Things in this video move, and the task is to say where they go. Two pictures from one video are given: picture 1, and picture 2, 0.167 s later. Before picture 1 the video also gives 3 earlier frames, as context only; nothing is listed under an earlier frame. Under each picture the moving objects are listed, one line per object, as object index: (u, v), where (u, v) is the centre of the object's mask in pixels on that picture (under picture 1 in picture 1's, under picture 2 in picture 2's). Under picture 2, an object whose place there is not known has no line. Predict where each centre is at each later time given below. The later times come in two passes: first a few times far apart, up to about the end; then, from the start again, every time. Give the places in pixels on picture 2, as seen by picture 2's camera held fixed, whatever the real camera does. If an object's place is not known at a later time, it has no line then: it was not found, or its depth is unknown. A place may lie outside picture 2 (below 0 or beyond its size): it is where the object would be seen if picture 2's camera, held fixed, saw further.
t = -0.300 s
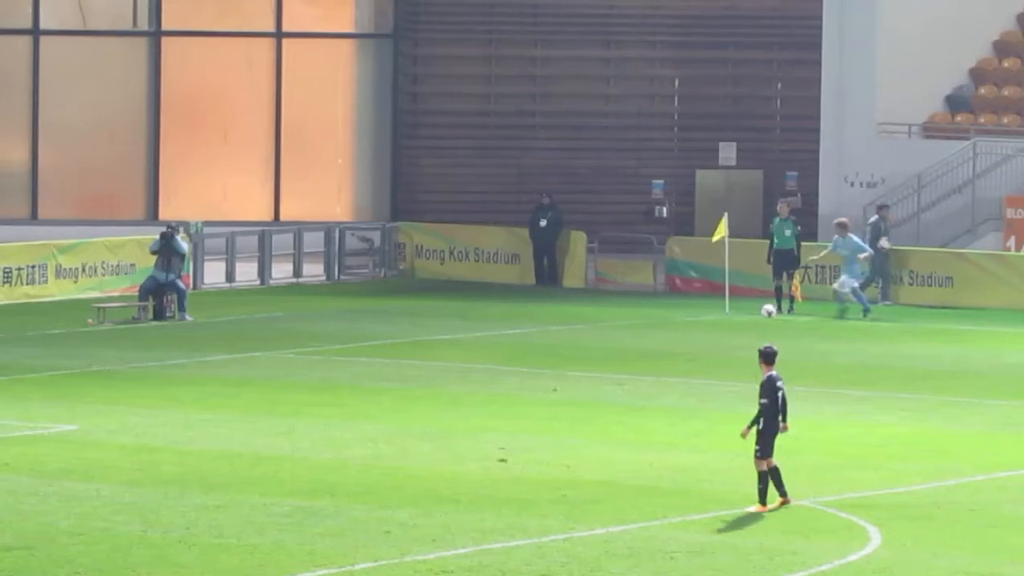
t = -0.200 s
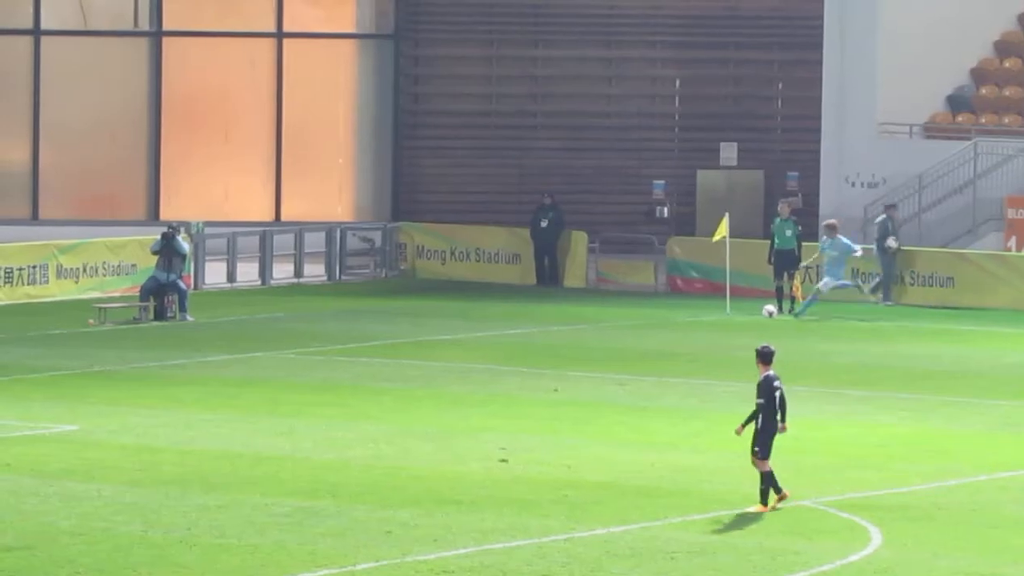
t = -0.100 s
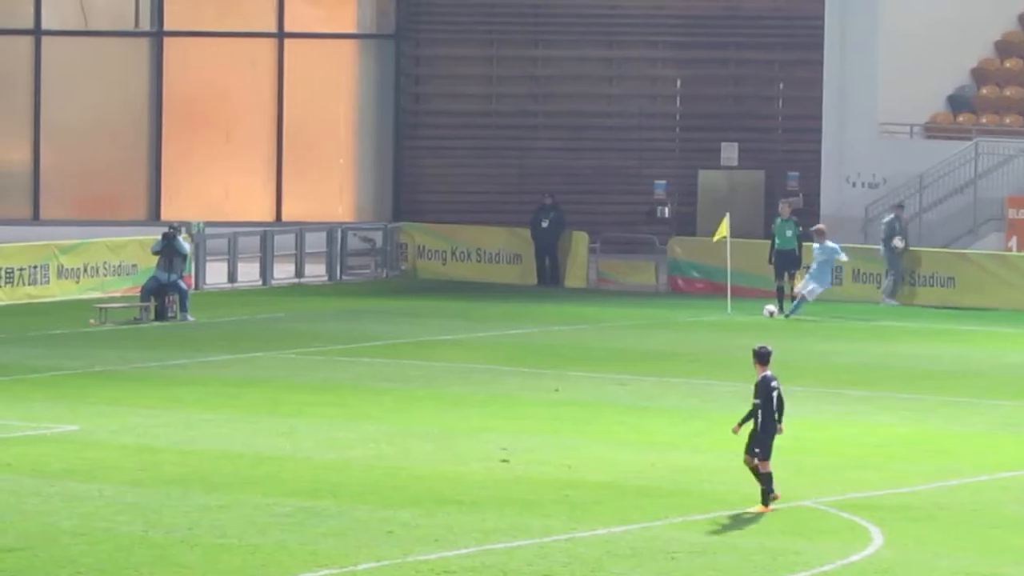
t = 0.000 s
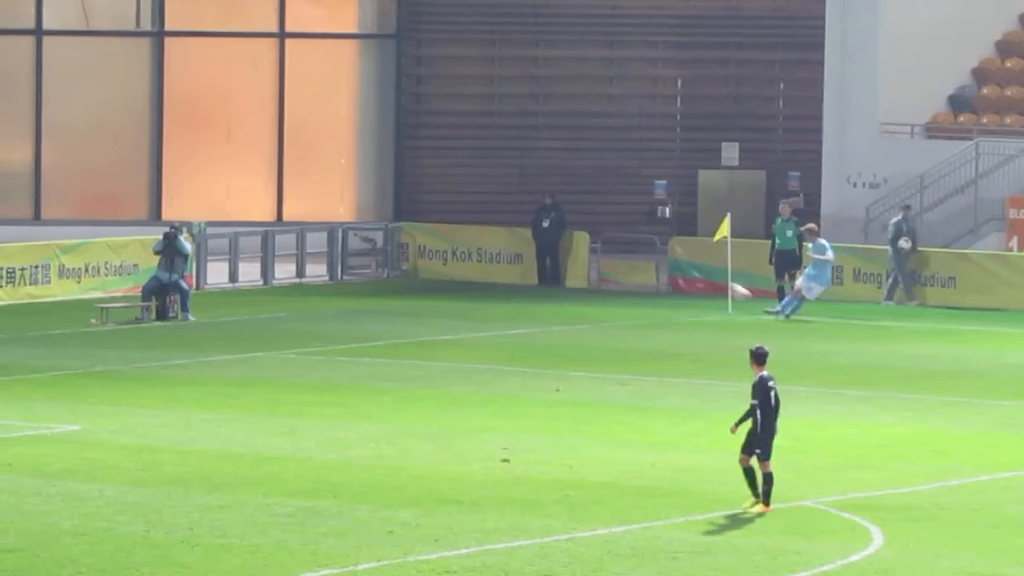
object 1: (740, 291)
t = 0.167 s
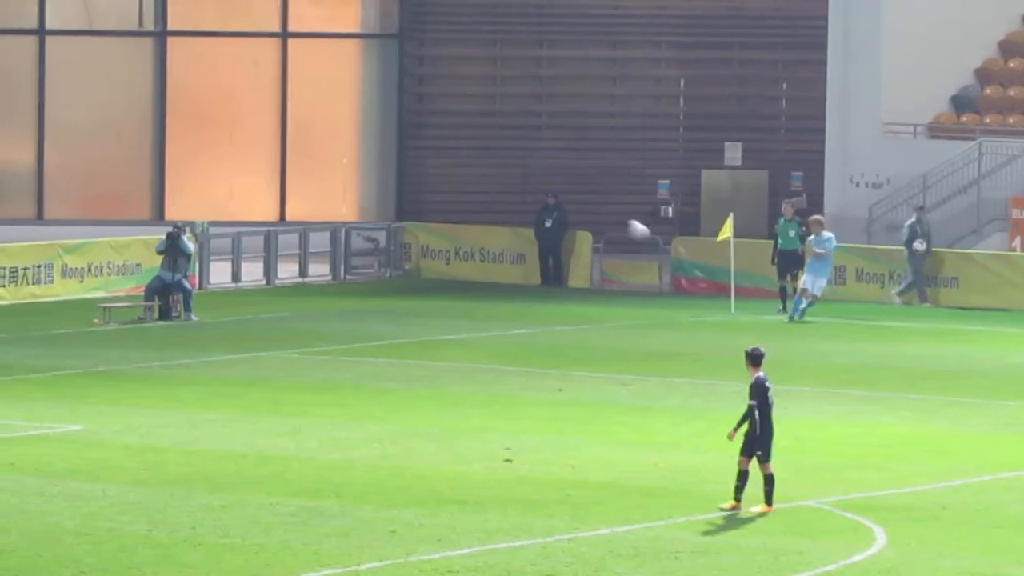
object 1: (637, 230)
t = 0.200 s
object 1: (617, 218)
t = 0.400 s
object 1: (491, 150)
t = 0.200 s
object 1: (617, 218)
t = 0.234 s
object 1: (596, 206)
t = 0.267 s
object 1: (576, 193)
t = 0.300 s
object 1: (555, 183)
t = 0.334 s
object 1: (534, 172)
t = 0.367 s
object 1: (513, 161)
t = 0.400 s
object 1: (491, 150)
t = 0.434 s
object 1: (471, 140)
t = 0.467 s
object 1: (451, 130)
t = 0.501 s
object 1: (431, 119)
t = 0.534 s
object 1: (411, 109)
